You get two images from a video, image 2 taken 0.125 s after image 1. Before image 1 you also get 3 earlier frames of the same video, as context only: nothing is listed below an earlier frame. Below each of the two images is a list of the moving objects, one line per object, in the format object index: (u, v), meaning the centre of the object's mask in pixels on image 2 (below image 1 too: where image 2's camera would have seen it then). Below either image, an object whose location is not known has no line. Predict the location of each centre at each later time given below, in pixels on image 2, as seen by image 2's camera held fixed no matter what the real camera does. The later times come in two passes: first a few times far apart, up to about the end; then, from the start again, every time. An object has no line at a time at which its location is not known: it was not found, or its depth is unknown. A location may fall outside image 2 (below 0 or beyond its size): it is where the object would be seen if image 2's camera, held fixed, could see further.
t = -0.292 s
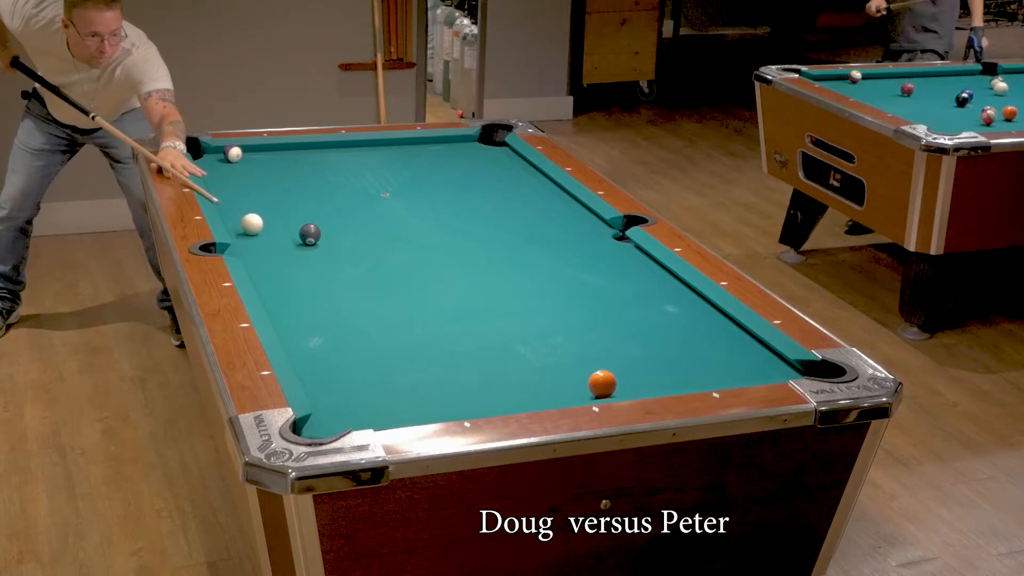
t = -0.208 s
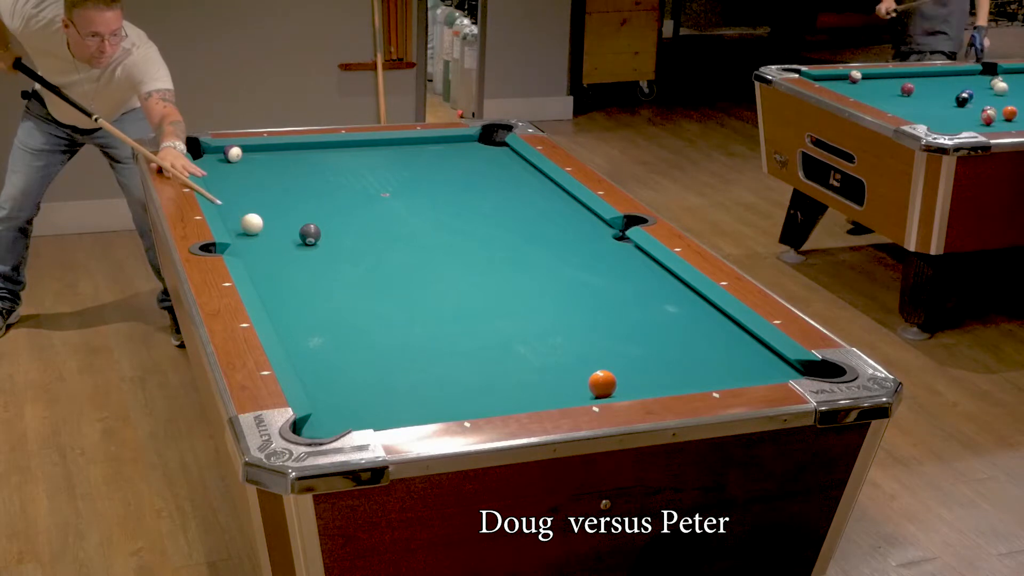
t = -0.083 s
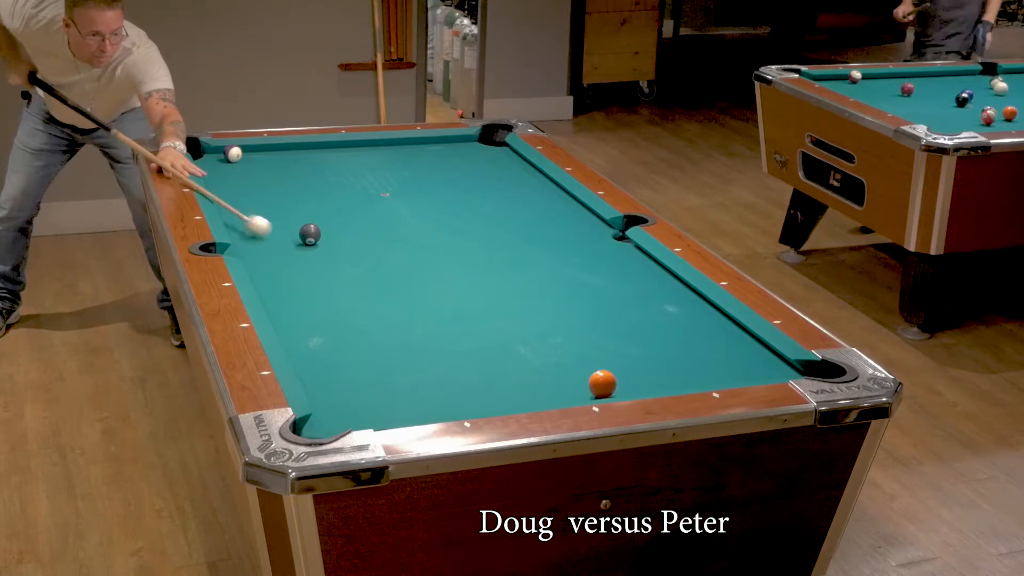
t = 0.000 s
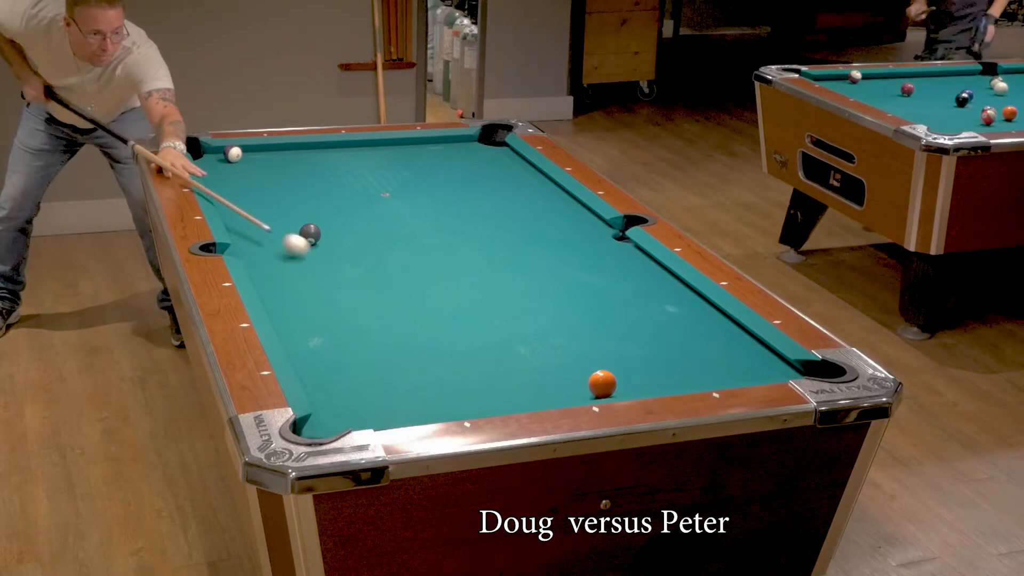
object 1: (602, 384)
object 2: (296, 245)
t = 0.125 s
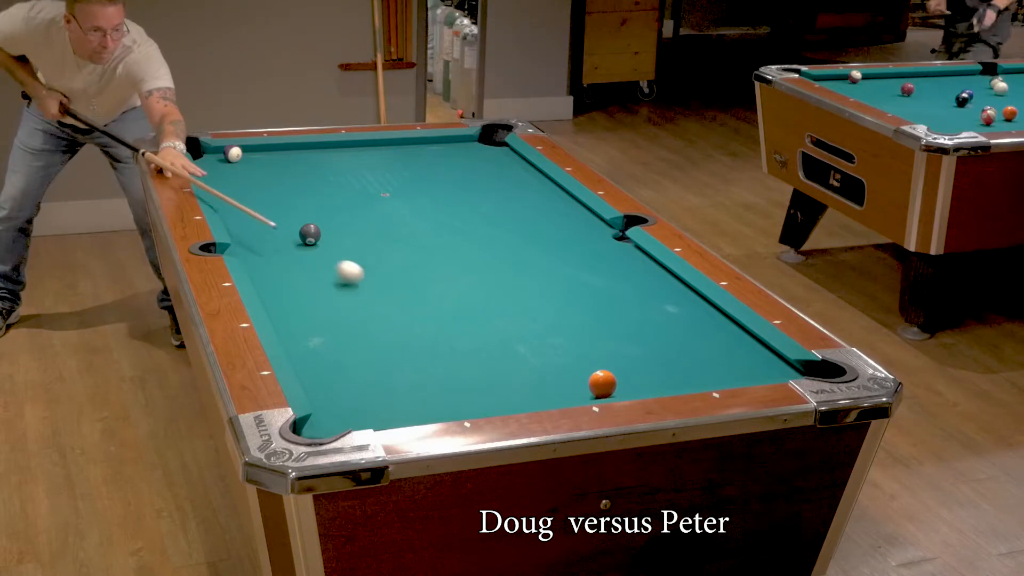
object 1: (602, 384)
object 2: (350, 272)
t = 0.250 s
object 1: (602, 384)
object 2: (401, 299)
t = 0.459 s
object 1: (602, 384)
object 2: (498, 348)
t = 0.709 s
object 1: (614, 382)
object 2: (583, 384)
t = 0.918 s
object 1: (640, 375)
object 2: (558, 355)
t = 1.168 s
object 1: (670, 367)
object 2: (534, 326)
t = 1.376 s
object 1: (691, 362)
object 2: (516, 303)
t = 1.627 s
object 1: (714, 355)
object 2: (498, 279)
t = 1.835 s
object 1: (731, 350)
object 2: (484, 262)
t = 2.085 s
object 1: (750, 345)
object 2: (470, 243)
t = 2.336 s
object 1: (746, 343)
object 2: (457, 226)
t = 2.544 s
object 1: (737, 342)
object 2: (448, 213)
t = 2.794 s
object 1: (728, 342)
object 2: (438, 199)
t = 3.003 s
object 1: (723, 341)
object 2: (431, 189)
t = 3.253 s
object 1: (719, 341)
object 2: (424, 177)
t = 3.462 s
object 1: (719, 341)
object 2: (418, 168)
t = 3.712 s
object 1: (719, 341)
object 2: (413, 159)
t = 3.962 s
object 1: (719, 341)
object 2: (408, 150)
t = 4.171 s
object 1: (719, 341)
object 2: (404, 144)
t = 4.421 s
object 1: (719, 341)
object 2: (408, 144)
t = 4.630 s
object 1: (719, 341)
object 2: (413, 147)
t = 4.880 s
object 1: (719, 341)
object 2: (419, 151)
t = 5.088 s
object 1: (719, 341)
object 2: (423, 153)
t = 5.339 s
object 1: (719, 341)
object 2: (429, 156)
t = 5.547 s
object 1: (719, 341)
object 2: (433, 158)
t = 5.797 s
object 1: (719, 341)
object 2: (438, 161)
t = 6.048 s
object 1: (719, 341)
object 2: (442, 162)
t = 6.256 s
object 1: (719, 341)
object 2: (445, 163)
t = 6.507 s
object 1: (719, 341)
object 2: (447, 165)
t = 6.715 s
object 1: (719, 341)
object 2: (449, 165)
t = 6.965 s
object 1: (719, 341)
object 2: (449, 165)
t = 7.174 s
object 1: (719, 341)
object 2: (450, 165)
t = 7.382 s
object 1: (719, 341)
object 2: (450, 165)
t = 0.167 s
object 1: (602, 384)
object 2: (366, 281)
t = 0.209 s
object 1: (602, 384)
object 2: (383, 290)
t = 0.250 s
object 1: (602, 384)
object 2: (401, 299)
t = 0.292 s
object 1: (602, 384)
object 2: (419, 308)
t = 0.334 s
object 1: (602, 384)
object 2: (438, 318)
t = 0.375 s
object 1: (602, 384)
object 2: (457, 328)
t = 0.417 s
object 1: (602, 384)
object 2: (477, 338)
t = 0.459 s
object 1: (602, 384)
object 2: (498, 348)
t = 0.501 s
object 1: (602, 384)
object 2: (520, 360)
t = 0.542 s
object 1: (602, 384)
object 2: (541, 370)
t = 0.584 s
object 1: (602, 384)
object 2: (563, 381)
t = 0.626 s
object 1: (606, 382)
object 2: (585, 390)
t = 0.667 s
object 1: (610, 382)
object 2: (589, 390)
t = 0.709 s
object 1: (614, 382)
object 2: (583, 384)
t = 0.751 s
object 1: (619, 380)
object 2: (577, 378)
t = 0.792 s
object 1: (625, 379)
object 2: (572, 372)
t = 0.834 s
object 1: (630, 378)
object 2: (567, 366)
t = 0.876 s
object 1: (635, 376)
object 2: (563, 361)
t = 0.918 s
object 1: (640, 375)
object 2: (558, 355)
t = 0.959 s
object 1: (645, 374)
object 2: (554, 350)
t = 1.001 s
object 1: (650, 372)
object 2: (550, 345)
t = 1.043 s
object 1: (655, 371)
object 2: (545, 340)
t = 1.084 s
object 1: (660, 370)
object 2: (542, 335)
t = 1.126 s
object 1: (665, 369)
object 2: (538, 330)
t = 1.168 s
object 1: (670, 367)
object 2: (534, 326)
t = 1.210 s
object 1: (674, 366)
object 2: (530, 320)
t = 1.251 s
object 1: (678, 365)
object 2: (527, 316)
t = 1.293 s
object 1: (683, 364)
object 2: (523, 312)
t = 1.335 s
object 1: (687, 363)
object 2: (520, 308)
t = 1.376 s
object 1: (691, 362)
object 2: (516, 303)
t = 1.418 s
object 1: (695, 361)
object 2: (513, 299)
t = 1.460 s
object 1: (699, 360)
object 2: (510, 295)
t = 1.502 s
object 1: (703, 359)
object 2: (507, 291)
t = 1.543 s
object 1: (707, 358)
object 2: (504, 287)
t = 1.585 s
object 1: (711, 357)
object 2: (501, 283)
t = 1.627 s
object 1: (714, 355)
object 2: (498, 279)
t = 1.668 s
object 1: (718, 354)
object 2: (495, 276)
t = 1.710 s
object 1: (722, 354)
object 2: (492, 272)
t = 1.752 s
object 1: (725, 353)
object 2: (489, 269)
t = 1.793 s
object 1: (728, 352)
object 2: (487, 265)
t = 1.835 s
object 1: (731, 350)
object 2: (484, 262)
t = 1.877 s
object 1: (735, 350)
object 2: (482, 258)
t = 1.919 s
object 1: (738, 349)
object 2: (479, 255)
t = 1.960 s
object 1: (741, 348)
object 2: (477, 252)
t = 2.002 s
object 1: (744, 347)
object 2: (474, 249)
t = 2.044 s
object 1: (747, 346)
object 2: (472, 246)
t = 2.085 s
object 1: (750, 345)
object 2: (470, 243)
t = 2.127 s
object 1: (752, 344)
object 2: (467, 240)
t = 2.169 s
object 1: (754, 344)
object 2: (465, 237)
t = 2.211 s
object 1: (752, 343)
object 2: (463, 234)
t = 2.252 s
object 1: (750, 343)
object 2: (461, 231)
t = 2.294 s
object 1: (748, 344)
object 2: (459, 229)
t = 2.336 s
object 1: (746, 343)
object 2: (457, 226)
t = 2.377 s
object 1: (744, 343)
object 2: (455, 223)
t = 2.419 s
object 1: (742, 343)
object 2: (453, 221)
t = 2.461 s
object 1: (740, 343)
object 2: (451, 218)
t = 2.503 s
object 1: (738, 343)
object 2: (449, 216)
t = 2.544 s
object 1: (737, 342)
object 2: (448, 213)
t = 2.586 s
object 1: (735, 342)
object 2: (446, 211)
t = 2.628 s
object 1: (734, 342)
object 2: (444, 208)
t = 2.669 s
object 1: (732, 342)
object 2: (443, 206)
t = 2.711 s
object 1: (731, 342)
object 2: (441, 204)
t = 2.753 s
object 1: (730, 342)
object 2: (440, 201)
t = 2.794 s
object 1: (728, 342)
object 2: (438, 199)
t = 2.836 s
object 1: (727, 342)
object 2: (437, 197)
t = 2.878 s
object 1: (726, 342)
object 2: (435, 195)
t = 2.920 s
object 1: (725, 341)
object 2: (433, 193)
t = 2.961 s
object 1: (724, 341)
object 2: (432, 191)
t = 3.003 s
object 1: (723, 341)
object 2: (431, 189)
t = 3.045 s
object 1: (722, 341)
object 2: (430, 187)
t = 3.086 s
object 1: (722, 341)
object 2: (428, 185)
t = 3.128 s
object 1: (721, 341)
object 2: (427, 183)
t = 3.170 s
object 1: (720, 341)
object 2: (426, 181)
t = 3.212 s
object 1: (720, 341)
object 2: (425, 179)
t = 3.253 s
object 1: (719, 341)
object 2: (424, 177)
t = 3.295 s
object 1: (719, 341)
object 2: (423, 175)
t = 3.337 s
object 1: (719, 341)
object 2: (421, 173)
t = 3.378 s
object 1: (718, 341)
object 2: (420, 172)
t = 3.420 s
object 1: (718, 341)
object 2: (419, 170)
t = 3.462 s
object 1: (719, 341)
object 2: (418, 168)
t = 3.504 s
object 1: (719, 341)
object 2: (418, 167)
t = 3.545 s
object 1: (719, 341)
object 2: (417, 165)
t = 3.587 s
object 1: (719, 341)
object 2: (415, 163)
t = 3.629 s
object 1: (719, 341)
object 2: (415, 162)
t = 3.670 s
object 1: (719, 341)
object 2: (414, 160)
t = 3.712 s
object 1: (719, 341)
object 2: (413, 159)
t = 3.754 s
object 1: (719, 341)
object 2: (412, 157)
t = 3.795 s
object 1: (719, 341)
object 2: (411, 156)
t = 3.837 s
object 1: (719, 341)
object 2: (410, 155)
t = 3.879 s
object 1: (719, 341)
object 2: (410, 153)
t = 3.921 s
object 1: (719, 341)
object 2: (409, 152)
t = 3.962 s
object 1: (719, 341)
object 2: (408, 150)
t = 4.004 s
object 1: (719, 341)
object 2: (407, 149)
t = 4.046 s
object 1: (719, 341)
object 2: (406, 147)
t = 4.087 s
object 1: (719, 341)
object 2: (406, 146)
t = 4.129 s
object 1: (719, 341)
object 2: (405, 145)
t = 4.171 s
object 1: (719, 341)
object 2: (404, 144)
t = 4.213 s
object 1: (719, 341)
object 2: (403, 142)
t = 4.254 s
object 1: (719, 341)
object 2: (403, 141)
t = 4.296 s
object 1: (719, 341)
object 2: (404, 142)
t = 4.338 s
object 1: (719, 341)
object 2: (405, 143)
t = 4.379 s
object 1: (719, 341)
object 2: (407, 143)
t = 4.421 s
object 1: (719, 341)
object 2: (408, 144)
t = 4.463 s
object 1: (719, 341)
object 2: (409, 144)
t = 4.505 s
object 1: (719, 341)
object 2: (410, 145)
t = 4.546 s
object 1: (719, 341)
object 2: (411, 146)
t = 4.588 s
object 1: (719, 341)
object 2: (412, 146)
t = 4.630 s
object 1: (719, 341)
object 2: (413, 147)
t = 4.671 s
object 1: (719, 341)
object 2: (414, 148)
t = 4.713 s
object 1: (719, 341)
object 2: (415, 148)
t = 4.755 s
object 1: (719, 341)
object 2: (416, 149)
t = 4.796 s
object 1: (719, 341)
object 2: (417, 150)
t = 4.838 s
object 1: (719, 341)
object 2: (418, 150)
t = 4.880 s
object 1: (719, 341)
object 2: (419, 151)
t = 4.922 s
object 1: (719, 341)
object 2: (420, 151)
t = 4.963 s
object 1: (719, 341)
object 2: (421, 152)
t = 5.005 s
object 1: (719, 341)
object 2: (422, 152)
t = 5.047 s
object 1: (719, 341)
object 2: (423, 153)
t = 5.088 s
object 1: (719, 341)
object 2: (423, 153)
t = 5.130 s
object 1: (719, 341)
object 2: (425, 154)
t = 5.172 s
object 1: (719, 341)
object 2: (425, 155)
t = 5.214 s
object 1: (719, 341)
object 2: (426, 155)
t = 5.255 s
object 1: (719, 341)
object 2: (427, 156)
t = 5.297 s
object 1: (719, 341)
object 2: (428, 156)
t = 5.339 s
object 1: (719, 341)
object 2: (429, 156)
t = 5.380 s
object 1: (719, 341)
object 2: (430, 157)
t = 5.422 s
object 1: (719, 341)
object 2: (431, 157)
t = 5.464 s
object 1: (719, 341)
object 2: (431, 158)
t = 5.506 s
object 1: (719, 341)
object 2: (433, 158)
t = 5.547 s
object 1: (719, 341)
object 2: (433, 158)
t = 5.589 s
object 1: (719, 341)
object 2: (434, 159)
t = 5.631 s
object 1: (719, 341)
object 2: (435, 159)
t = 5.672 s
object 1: (719, 341)
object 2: (436, 160)
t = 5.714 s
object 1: (719, 341)
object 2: (437, 160)
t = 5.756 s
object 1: (719, 341)
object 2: (438, 160)
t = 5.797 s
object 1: (719, 341)
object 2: (438, 161)
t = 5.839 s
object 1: (719, 341)
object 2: (439, 161)
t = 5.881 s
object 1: (719, 341)
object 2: (439, 161)
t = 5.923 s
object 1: (719, 341)
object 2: (440, 162)
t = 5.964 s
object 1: (719, 341)
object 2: (441, 162)
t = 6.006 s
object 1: (719, 341)
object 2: (441, 162)
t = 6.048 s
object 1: (719, 341)
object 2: (442, 162)
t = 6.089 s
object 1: (719, 341)
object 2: (443, 163)
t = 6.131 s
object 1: (719, 341)
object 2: (443, 163)
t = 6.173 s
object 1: (719, 341)
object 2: (444, 163)
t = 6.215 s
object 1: (719, 341)
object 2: (444, 163)
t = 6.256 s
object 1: (719, 341)
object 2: (445, 163)
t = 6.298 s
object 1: (719, 341)
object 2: (445, 164)
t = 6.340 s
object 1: (719, 341)
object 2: (445, 164)
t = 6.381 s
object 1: (719, 338)
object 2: (446, 164)
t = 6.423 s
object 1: (719, 341)
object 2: (446, 164)
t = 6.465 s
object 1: (719, 341)
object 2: (447, 164)
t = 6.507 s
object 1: (719, 341)
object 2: (447, 165)
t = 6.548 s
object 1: (719, 341)
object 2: (447, 165)
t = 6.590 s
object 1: (719, 341)
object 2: (448, 165)
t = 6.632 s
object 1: (719, 341)
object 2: (448, 165)
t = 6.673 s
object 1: (719, 341)
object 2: (448, 165)
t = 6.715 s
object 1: (719, 341)
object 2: (449, 165)
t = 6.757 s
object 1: (719, 341)
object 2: (449, 165)
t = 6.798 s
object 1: (719, 341)
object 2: (449, 165)
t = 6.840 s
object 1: (719, 341)
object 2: (449, 165)
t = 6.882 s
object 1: (719, 341)
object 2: (449, 165)
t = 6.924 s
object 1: (719, 341)
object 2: (449, 165)
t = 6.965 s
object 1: (719, 341)
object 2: (449, 165)
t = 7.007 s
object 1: (719, 341)
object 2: (450, 165)
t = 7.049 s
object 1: (719, 341)
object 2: (450, 165)
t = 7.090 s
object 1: (719, 341)
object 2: (450, 165)
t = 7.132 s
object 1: (719, 341)
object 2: (450, 165)
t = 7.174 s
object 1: (719, 341)
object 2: (450, 165)
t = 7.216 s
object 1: (719, 341)
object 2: (450, 165)
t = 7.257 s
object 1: (719, 341)
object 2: (450, 165)
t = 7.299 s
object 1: (719, 341)
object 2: (450, 165)
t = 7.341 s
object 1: (719, 341)
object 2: (450, 165)
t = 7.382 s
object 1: (719, 341)
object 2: (450, 165)
